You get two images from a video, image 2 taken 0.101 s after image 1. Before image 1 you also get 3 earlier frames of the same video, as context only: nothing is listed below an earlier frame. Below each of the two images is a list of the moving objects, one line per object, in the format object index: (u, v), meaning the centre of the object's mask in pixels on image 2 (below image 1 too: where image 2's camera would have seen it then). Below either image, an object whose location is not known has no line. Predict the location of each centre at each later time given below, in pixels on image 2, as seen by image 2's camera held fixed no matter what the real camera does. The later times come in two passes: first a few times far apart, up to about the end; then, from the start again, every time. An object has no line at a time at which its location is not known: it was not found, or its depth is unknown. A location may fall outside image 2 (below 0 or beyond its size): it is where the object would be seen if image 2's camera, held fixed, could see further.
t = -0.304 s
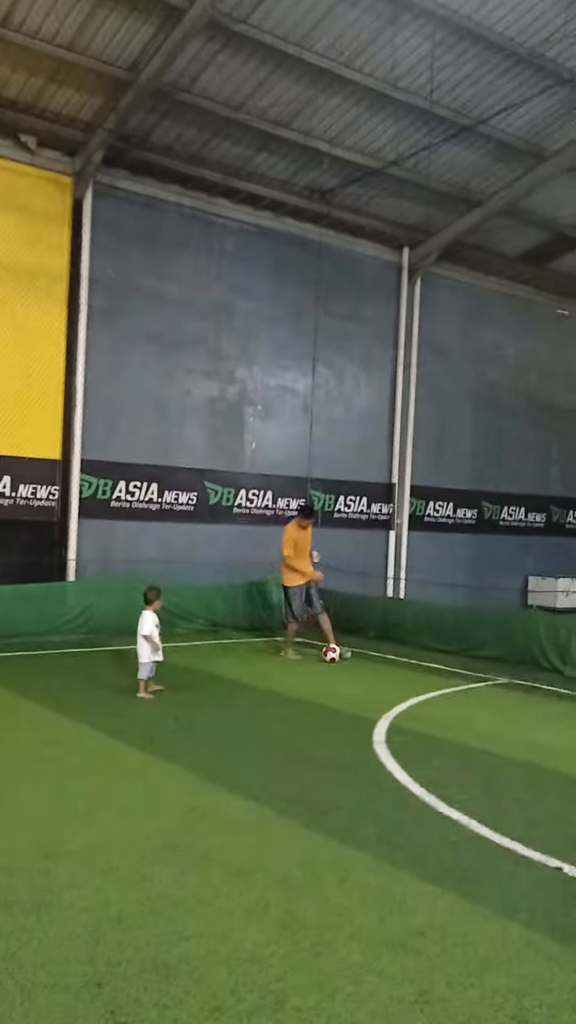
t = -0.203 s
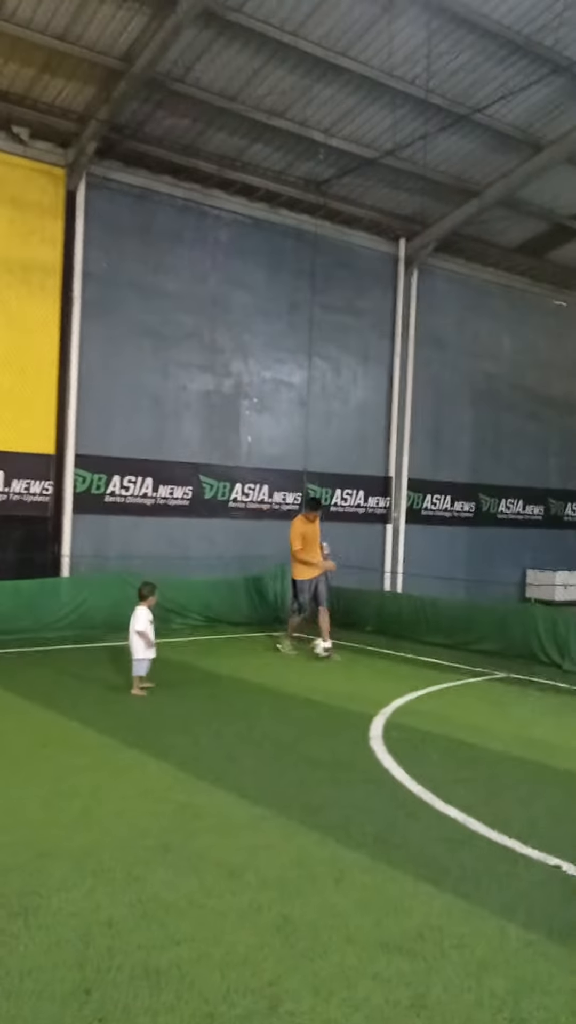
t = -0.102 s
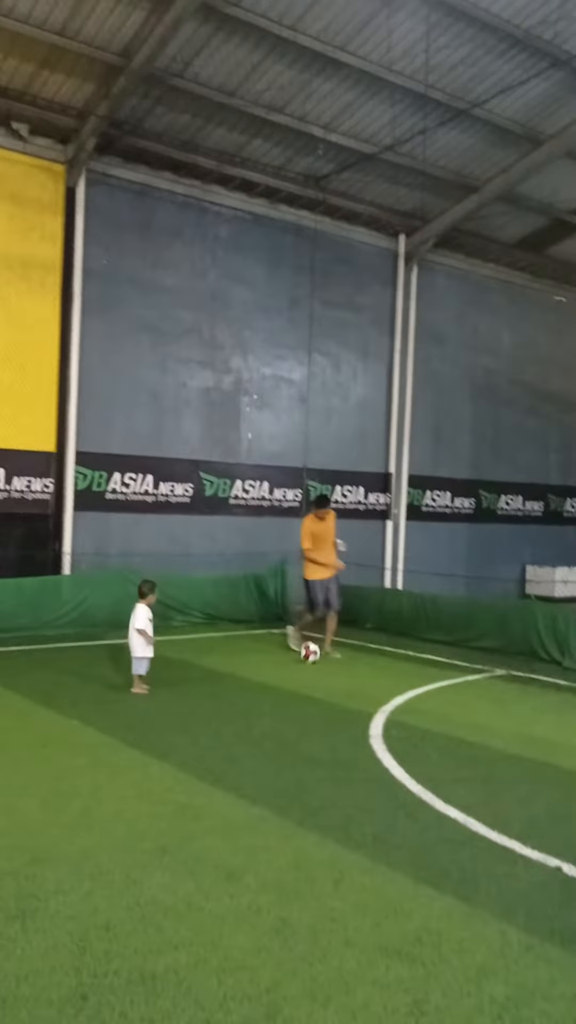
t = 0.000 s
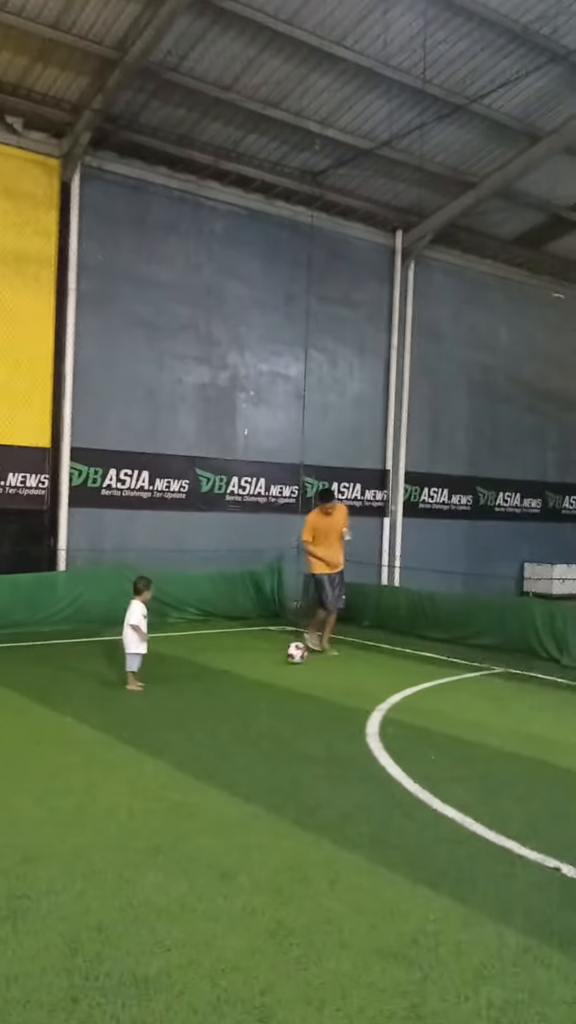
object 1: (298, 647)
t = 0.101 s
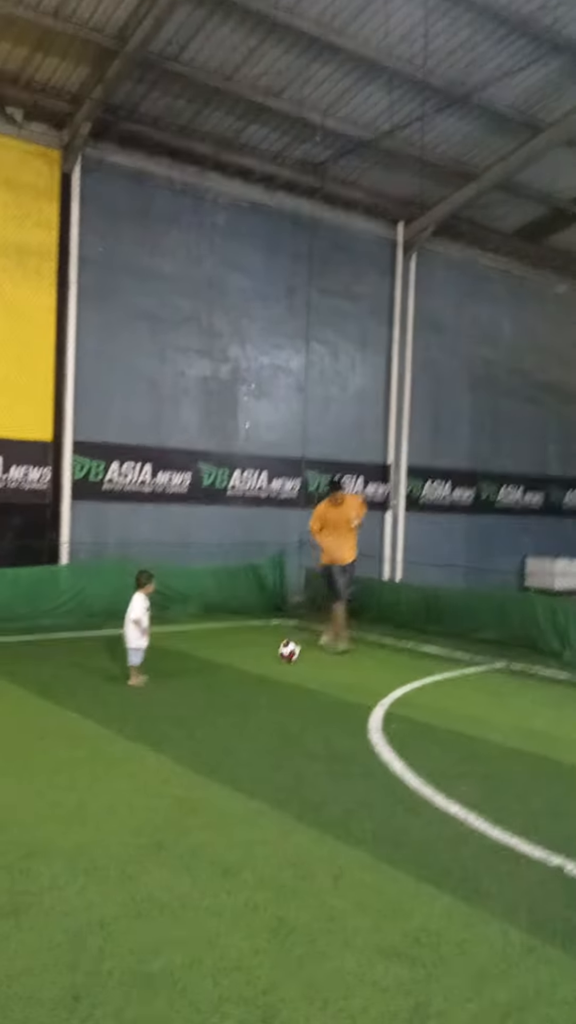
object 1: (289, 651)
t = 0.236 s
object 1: (279, 655)
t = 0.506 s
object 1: (260, 662)
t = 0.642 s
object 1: (251, 665)
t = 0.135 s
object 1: (286, 652)
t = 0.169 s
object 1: (283, 653)
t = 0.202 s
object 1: (281, 655)
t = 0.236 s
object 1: (279, 655)
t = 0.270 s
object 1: (277, 656)
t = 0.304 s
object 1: (275, 657)
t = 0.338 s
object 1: (273, 657)
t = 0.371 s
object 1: (270, 659)
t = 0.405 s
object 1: (268, 659)
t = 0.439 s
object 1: (265, 660)
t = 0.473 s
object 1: (262, 662)
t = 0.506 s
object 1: (260, 662)
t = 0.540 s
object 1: (258, 663)
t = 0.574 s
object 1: (255, 663)
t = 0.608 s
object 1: (253, 665)
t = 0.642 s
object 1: (251, 665)
